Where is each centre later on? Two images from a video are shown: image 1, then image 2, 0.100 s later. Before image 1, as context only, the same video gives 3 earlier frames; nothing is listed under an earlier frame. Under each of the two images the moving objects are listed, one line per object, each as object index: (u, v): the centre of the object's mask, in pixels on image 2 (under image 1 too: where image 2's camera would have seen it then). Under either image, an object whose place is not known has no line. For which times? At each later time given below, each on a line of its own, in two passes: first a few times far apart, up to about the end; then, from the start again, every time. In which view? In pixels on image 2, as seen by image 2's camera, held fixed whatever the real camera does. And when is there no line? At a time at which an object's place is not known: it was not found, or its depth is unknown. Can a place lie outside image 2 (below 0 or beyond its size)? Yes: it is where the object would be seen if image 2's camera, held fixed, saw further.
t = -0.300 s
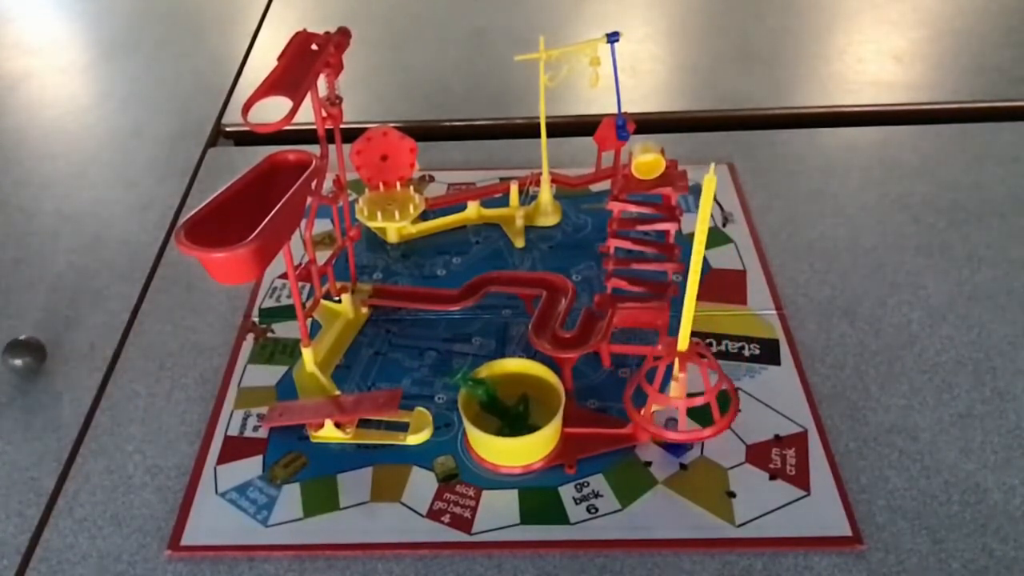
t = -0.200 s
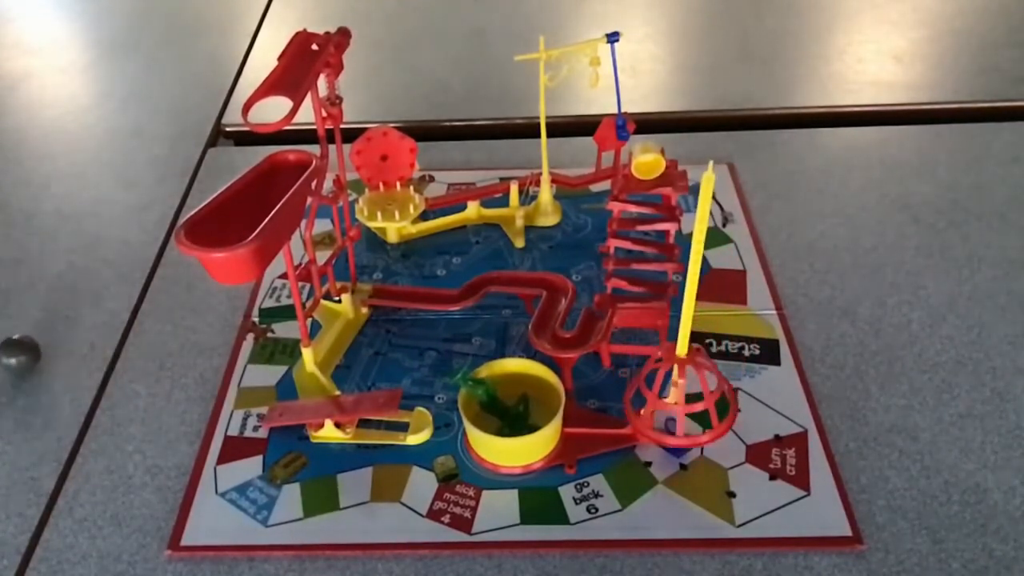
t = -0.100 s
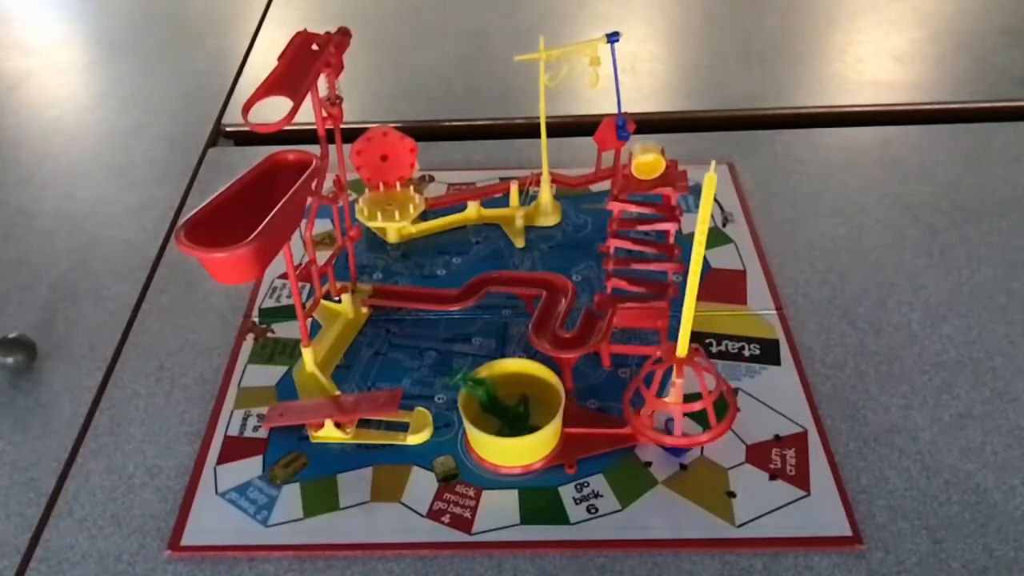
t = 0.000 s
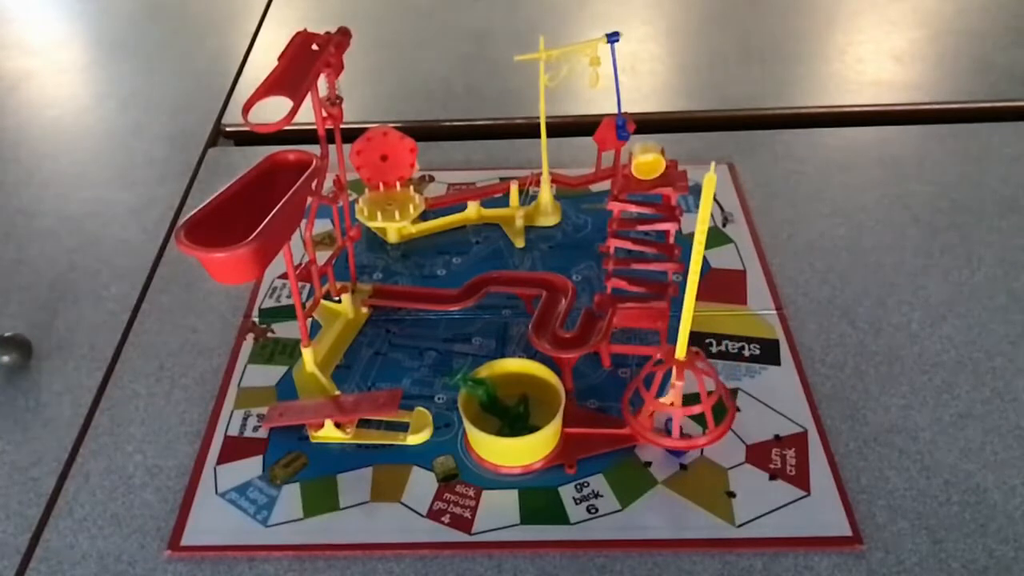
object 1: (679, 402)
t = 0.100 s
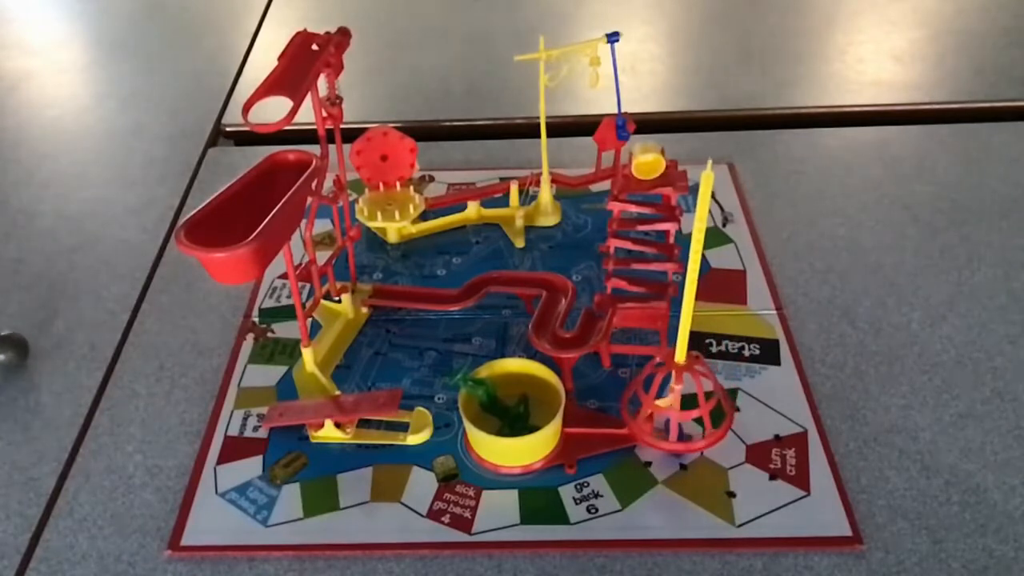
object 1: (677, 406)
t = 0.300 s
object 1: (673, 410)
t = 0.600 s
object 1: (665, 422)
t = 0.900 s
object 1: (661, 427)
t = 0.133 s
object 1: (676, 406)
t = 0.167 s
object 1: (676, 406)
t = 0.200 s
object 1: (675, 407)
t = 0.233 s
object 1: (674, 407)
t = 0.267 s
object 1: (673, 408)
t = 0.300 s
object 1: (673, 410)
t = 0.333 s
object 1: (672, 411)
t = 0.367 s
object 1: (671, 412)
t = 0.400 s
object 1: (671, 412)
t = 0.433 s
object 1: (670, 413)
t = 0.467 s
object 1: (669, 413)
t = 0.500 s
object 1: (669, 414)
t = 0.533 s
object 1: (668, 416)
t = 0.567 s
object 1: (666, 420)
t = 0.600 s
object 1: (665, 422)
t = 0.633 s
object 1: (664, 426)
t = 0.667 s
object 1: (663, 427)
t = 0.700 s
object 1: (663, 427)
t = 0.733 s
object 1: (662, 426)
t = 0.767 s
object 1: (661, 426)
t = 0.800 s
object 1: (661, 427)
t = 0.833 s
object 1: (661, 427)
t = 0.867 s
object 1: (661, 427)
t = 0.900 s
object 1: (661, 427)
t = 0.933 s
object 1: (661, 427)
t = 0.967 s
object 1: (661, 427)
